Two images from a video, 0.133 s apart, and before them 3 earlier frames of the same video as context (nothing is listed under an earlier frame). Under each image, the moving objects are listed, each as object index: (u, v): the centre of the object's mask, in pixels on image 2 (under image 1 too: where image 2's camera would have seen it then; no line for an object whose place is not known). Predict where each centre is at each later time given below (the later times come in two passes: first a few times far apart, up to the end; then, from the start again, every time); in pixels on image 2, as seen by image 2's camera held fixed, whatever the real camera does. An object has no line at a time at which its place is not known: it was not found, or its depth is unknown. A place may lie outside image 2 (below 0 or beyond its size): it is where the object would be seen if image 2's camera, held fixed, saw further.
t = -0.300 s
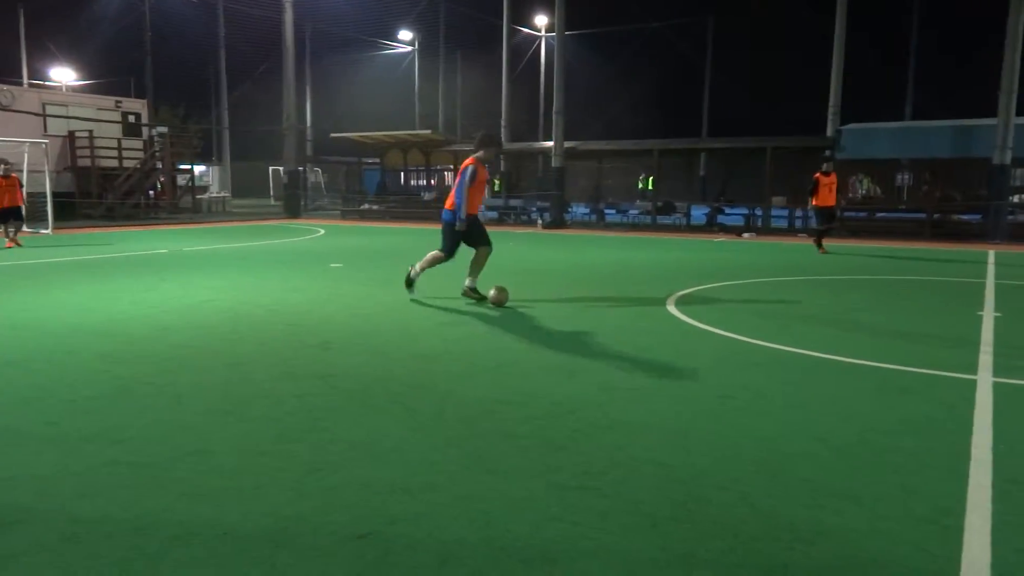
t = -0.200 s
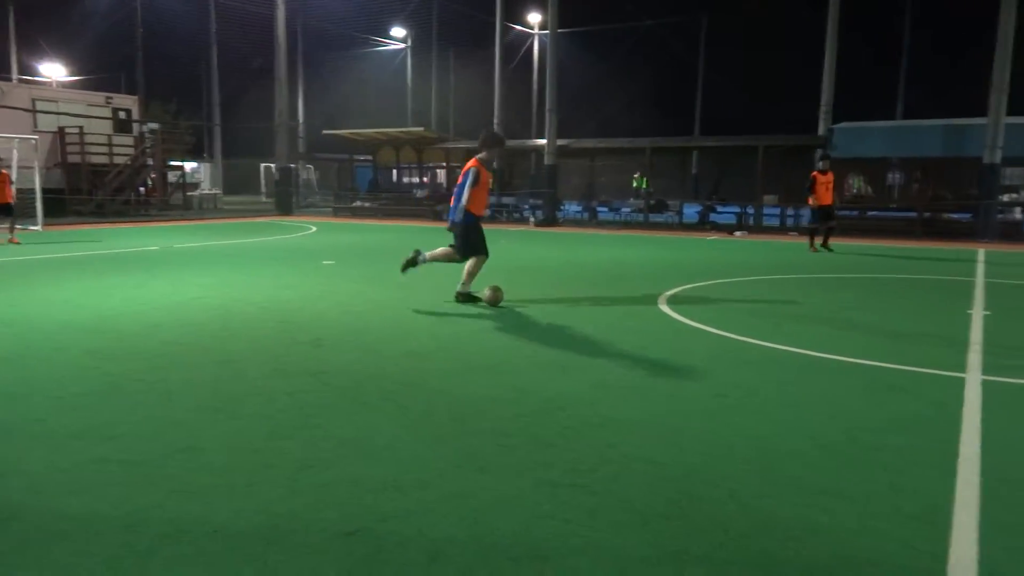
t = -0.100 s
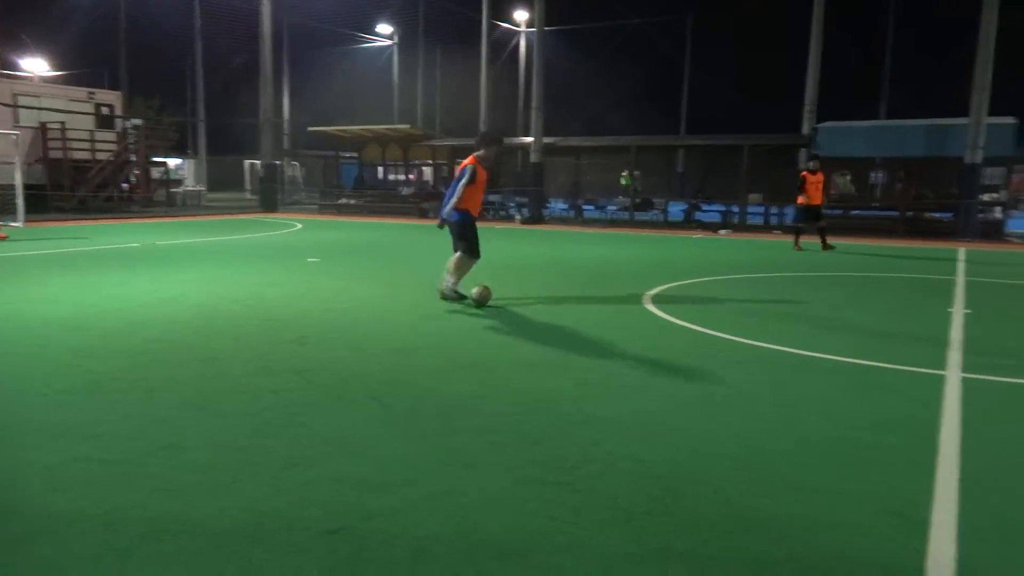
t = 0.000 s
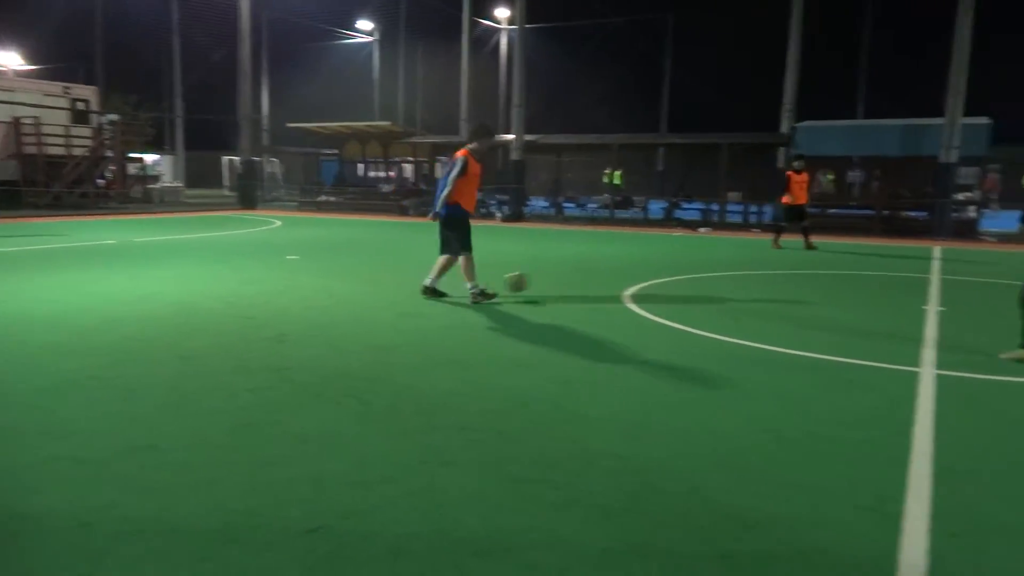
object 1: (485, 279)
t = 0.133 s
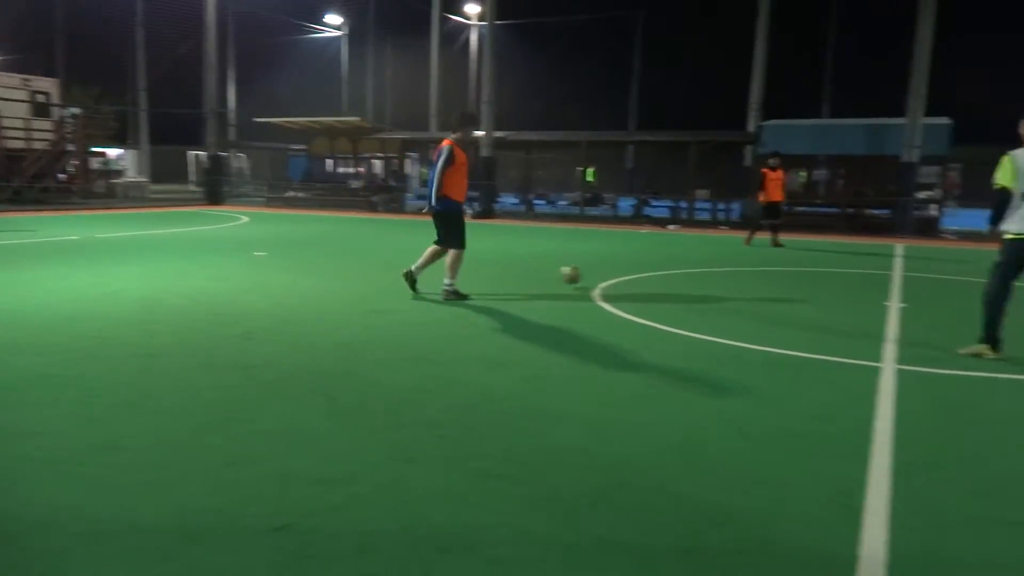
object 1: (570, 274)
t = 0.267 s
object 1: (636, 271)
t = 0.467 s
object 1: (708, 267)
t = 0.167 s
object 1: (589, 276)
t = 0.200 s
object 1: (606, 274)
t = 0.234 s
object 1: (621, 272)
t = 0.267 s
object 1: (636, 271)
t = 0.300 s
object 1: (650, 270)
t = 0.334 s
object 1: (664, 270)
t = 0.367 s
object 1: (675, 269)
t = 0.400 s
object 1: (686, 268)
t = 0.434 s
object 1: (698, 268)
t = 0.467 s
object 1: (708, 267)
